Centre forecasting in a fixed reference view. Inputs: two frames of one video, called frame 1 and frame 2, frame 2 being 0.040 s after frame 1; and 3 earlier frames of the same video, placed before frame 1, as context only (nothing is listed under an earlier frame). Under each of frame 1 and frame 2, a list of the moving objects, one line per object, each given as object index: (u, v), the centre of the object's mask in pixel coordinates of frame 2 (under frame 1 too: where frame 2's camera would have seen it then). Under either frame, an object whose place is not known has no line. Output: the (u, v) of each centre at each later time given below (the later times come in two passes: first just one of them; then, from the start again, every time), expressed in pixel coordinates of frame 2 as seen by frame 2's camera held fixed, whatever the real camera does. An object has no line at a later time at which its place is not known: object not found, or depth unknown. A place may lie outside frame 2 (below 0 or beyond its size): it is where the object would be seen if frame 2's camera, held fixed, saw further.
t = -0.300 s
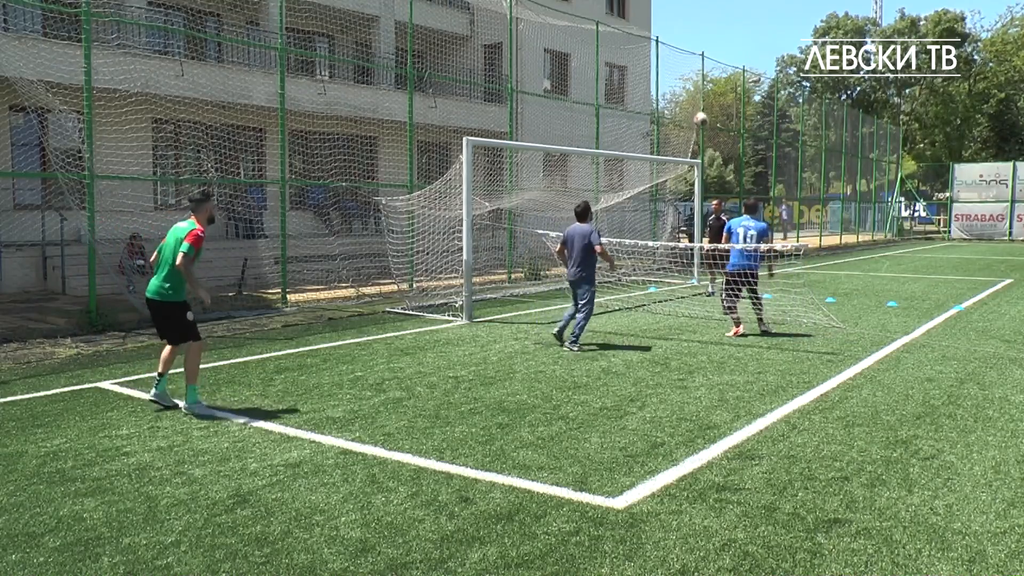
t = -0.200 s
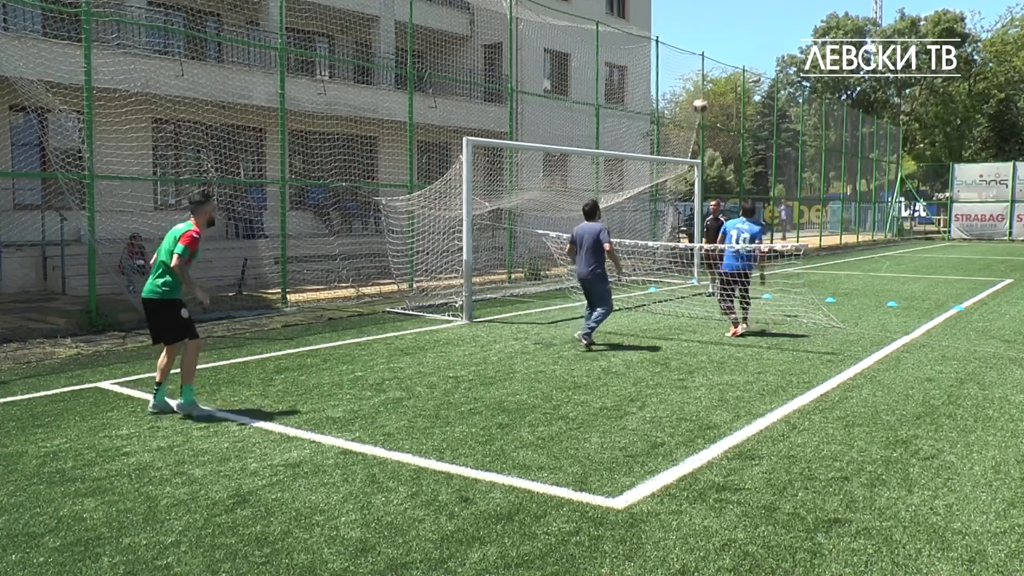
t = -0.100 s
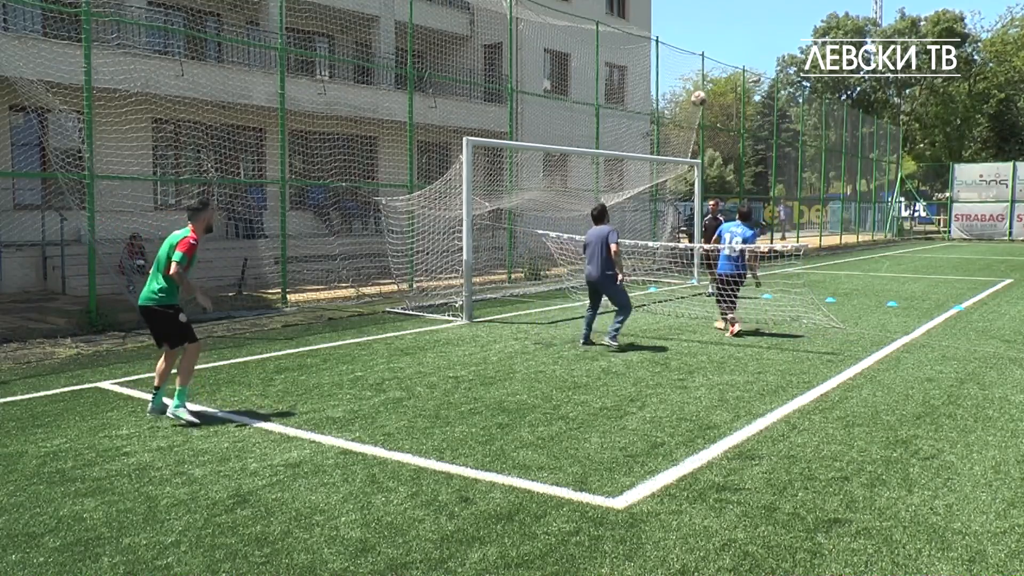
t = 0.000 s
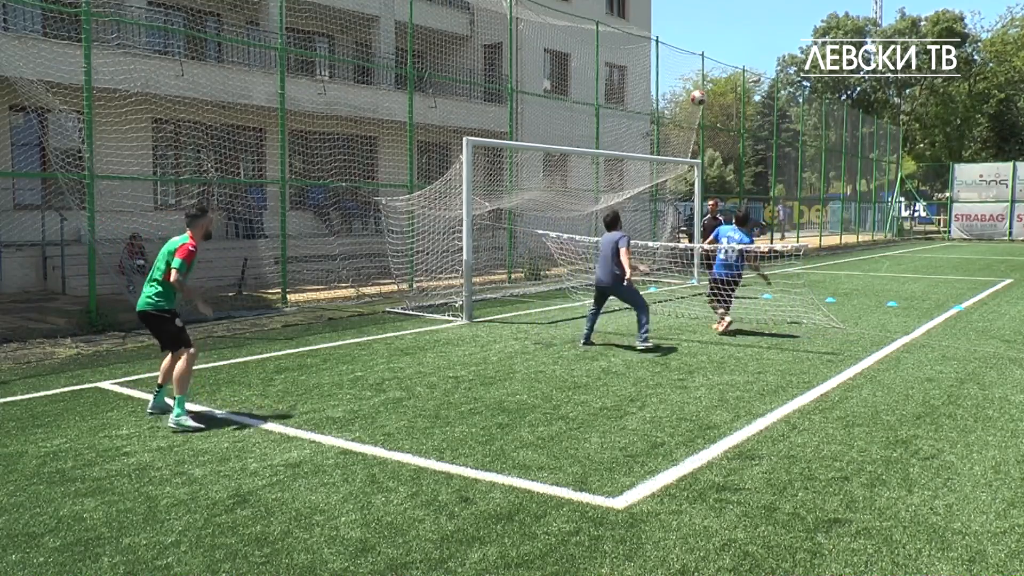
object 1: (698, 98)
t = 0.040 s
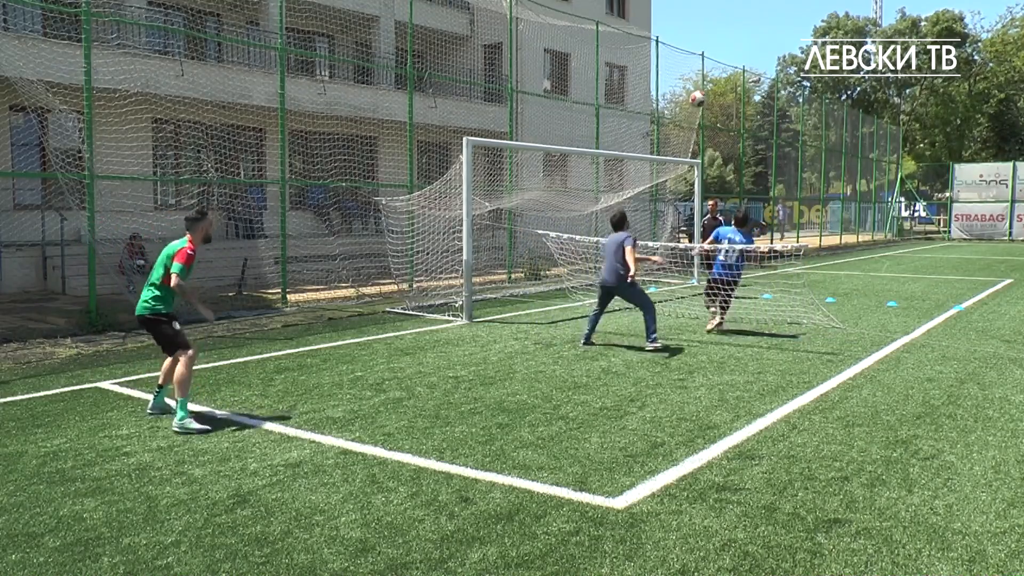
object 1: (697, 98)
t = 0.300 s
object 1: (693, 145)
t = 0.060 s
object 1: (696, 100)
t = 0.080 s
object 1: (696, 102)
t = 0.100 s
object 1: (697, 103)
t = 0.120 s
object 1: (696, 106)
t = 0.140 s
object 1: (696, 109)
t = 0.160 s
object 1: (696, 111)
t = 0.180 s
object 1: (695, 114)
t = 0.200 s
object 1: (694, 118)
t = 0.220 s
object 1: (694, 120)
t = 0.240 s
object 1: (694, 125)
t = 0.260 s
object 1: (694, 130)
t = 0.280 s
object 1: (694, 135)
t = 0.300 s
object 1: (693, 145)
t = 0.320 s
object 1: (692, 146)
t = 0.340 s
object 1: (693, 151)
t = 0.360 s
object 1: (692, 159)
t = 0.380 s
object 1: (691, 166)
